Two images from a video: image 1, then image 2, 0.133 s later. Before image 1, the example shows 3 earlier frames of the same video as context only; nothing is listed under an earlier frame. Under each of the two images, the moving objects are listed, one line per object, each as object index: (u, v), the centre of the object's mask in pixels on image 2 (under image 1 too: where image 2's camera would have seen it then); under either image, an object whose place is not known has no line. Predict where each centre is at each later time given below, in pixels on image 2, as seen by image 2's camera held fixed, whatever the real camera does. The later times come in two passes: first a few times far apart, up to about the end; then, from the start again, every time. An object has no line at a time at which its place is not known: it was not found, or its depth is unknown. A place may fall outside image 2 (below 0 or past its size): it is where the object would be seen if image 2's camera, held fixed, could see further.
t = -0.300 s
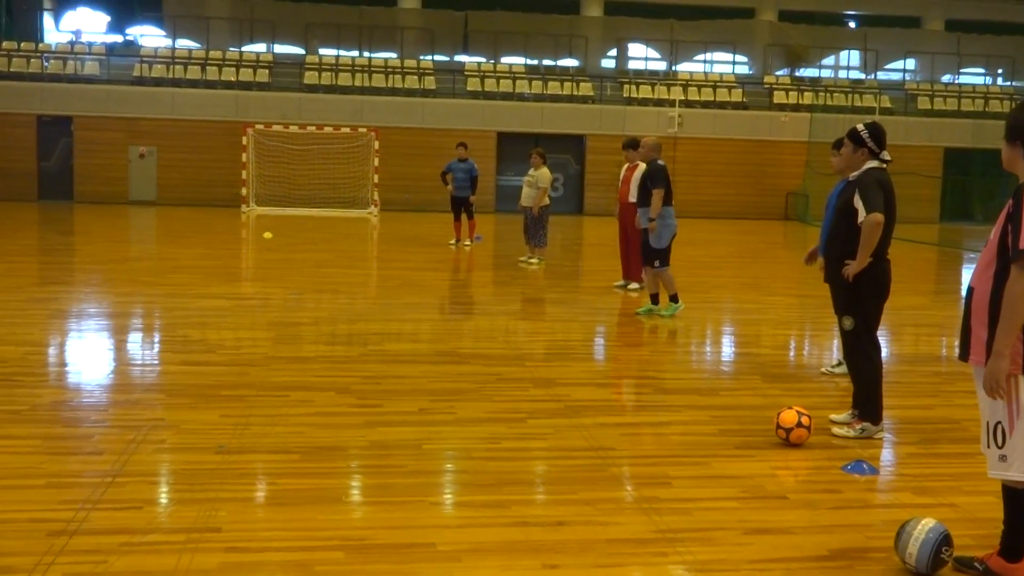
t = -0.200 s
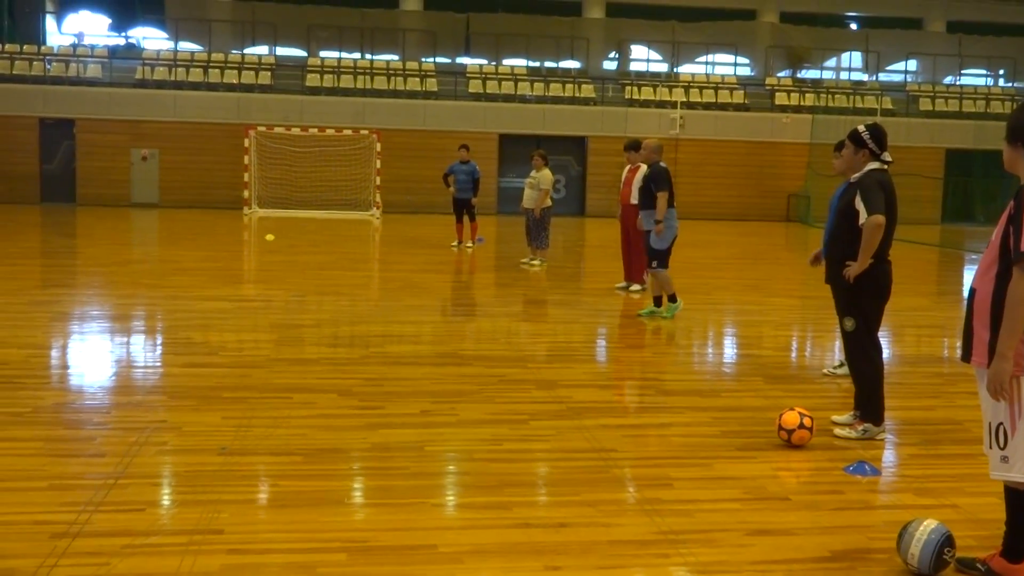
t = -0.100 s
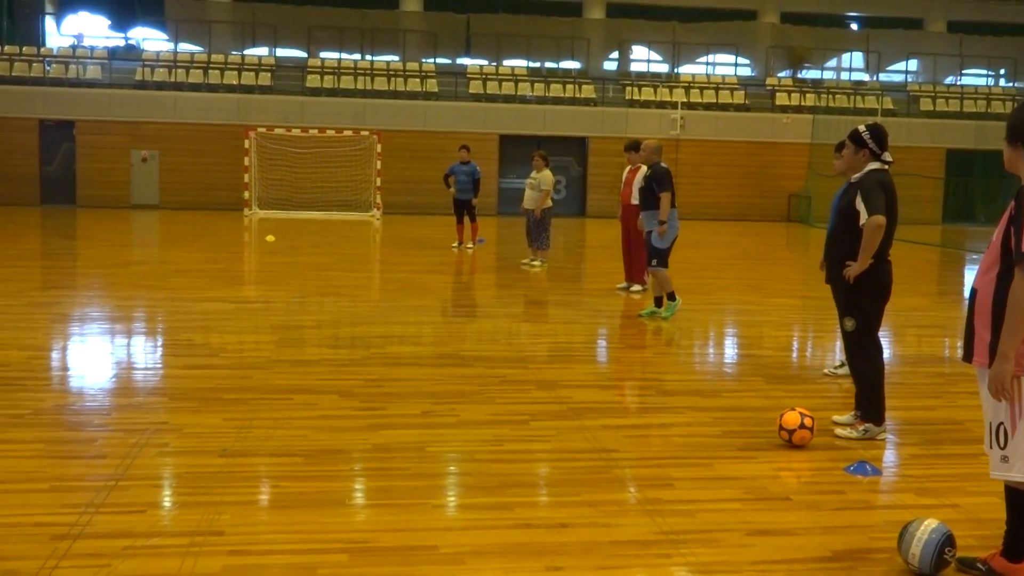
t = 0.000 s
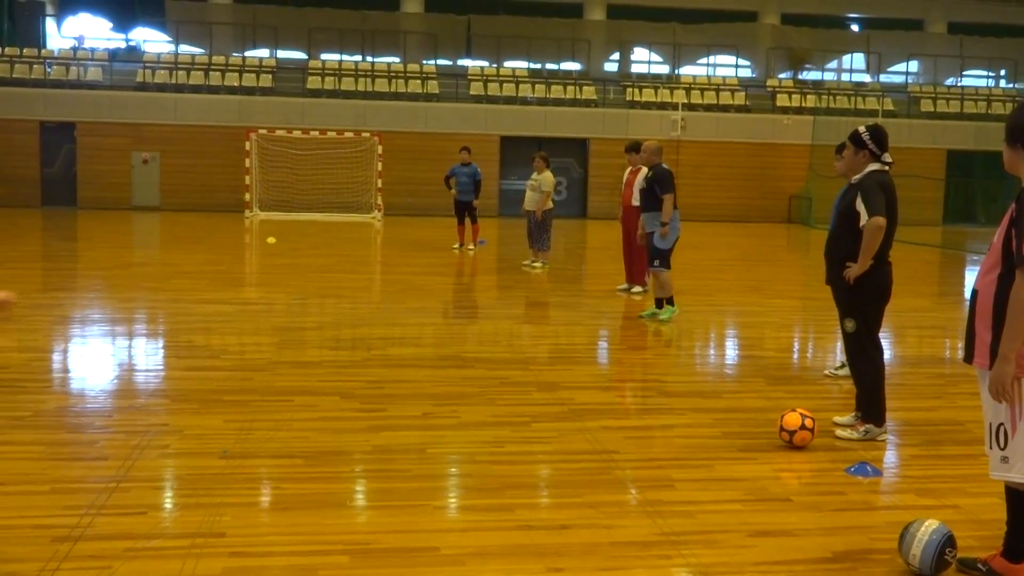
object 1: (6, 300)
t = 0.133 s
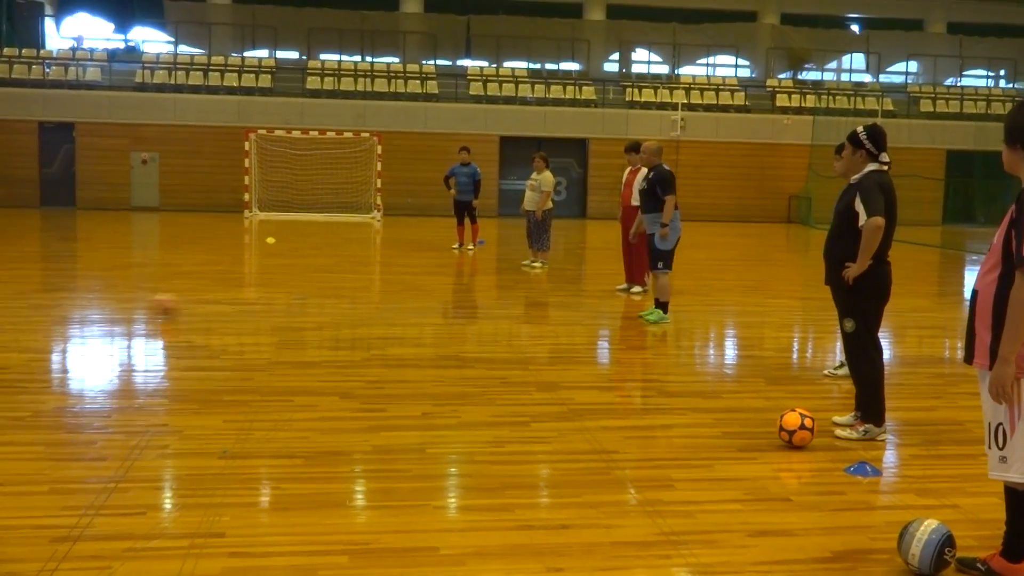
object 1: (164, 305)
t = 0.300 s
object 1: (345, 308)
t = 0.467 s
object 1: (500, 307)
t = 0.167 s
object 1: (202, 305)
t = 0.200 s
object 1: (241, 308)
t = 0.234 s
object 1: (277, 307)
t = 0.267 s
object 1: (312, 308)
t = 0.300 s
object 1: (345, 308)
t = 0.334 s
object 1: (379, 308)
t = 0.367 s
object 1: (410, 308)
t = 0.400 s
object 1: (442, 307)
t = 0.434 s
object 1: (471, 307)
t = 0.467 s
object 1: (500, 307)
